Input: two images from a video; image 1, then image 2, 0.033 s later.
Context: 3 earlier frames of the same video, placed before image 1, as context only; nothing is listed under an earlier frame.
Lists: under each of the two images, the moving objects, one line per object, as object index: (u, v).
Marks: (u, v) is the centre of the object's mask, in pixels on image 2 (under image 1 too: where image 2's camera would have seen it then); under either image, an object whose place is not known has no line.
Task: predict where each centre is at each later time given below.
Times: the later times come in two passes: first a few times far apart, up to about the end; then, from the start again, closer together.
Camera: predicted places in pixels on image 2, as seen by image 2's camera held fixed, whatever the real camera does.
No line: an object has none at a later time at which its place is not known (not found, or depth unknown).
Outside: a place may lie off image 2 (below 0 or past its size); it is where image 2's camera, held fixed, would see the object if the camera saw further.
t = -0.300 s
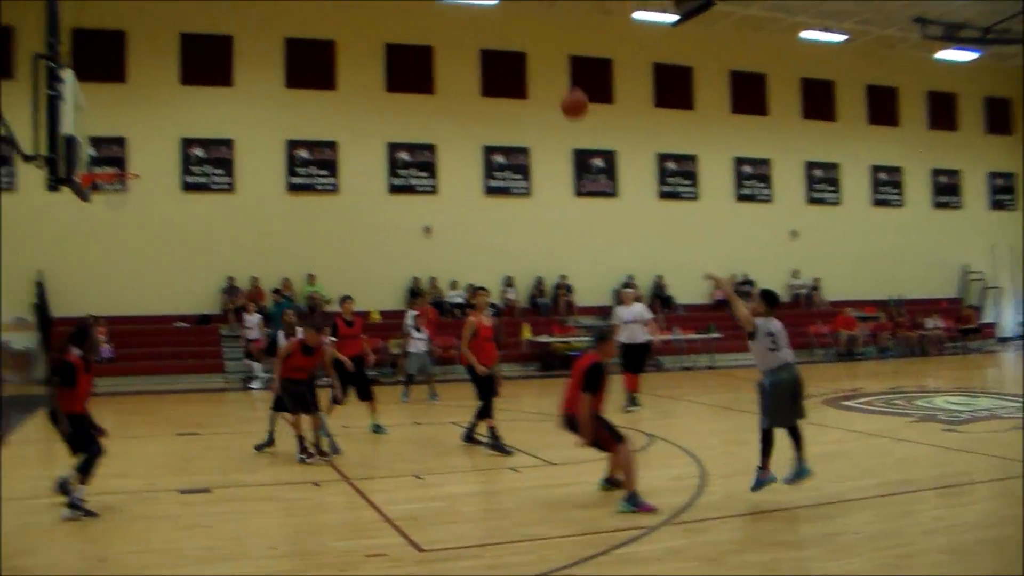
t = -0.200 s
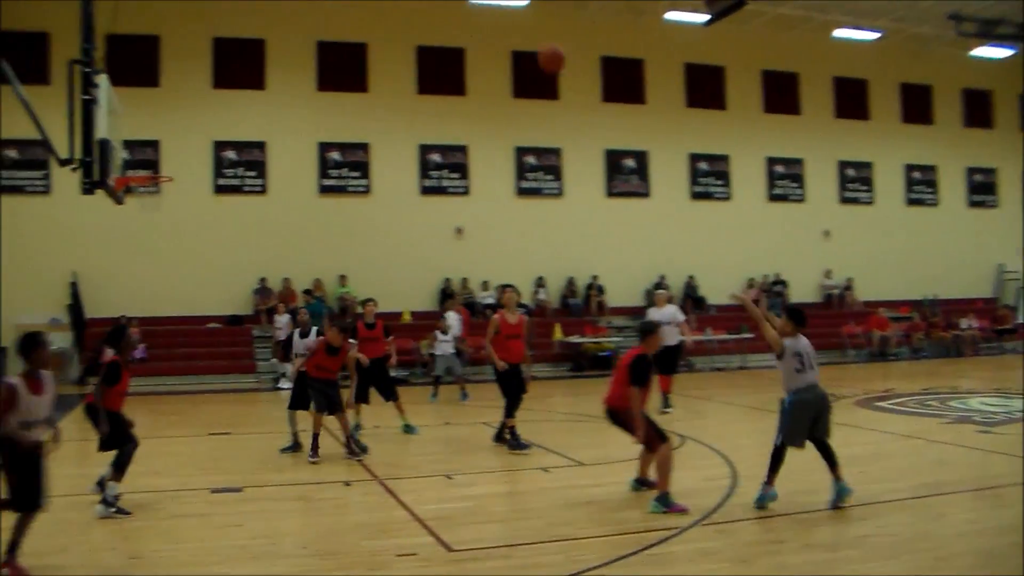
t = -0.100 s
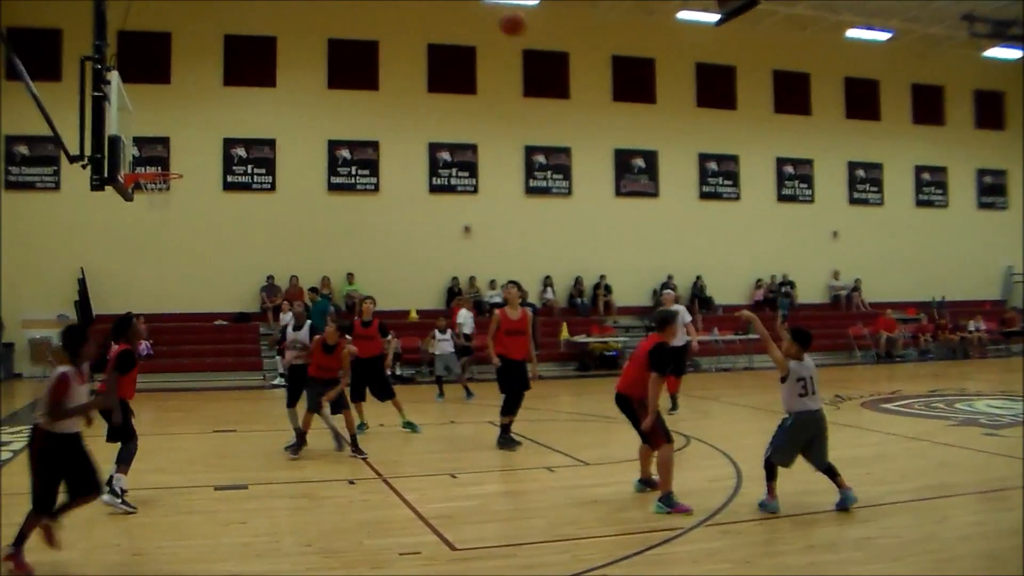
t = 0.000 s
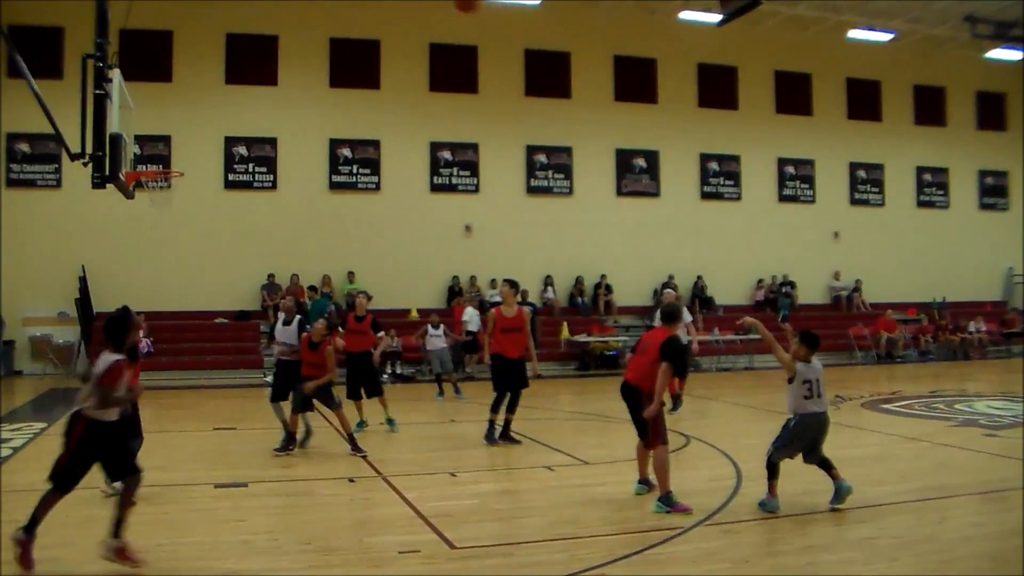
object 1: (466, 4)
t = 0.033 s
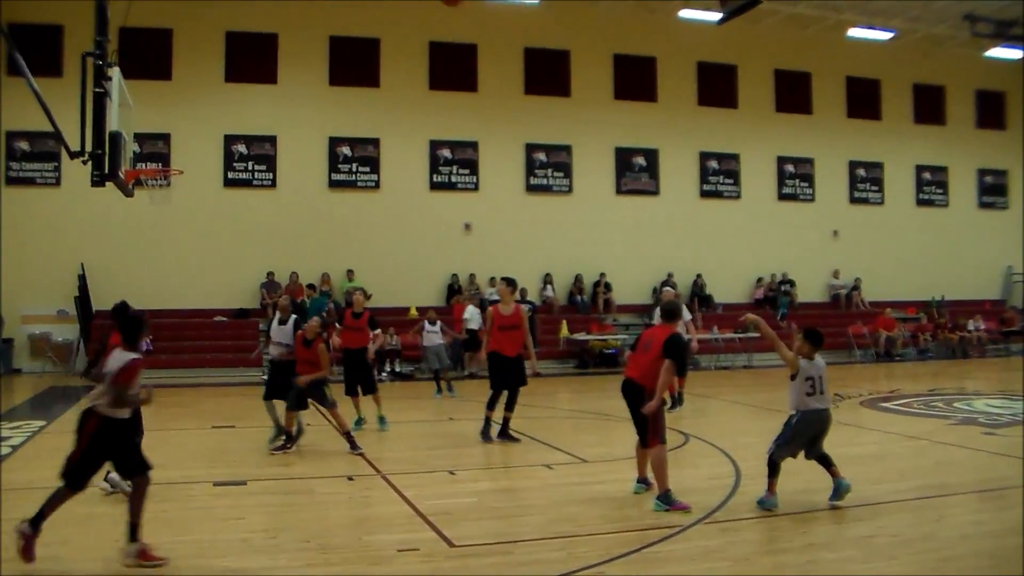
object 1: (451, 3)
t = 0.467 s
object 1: (277, 31)
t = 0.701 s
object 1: (200, 118)
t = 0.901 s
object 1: (147, 202)
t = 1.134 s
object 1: (113, 271)
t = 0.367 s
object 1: (314, 11)
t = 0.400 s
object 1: (301, 15)
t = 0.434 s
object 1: (290, 21)
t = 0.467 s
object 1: (277, 31)
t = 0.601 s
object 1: (233, 74)
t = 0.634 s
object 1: (222, 89)
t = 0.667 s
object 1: (210, 104)
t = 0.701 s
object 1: (200, 118)
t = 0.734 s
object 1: (190, 134)
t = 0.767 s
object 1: (180, 150)
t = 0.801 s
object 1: (171, 167)
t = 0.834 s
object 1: (162, 184)
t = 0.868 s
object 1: (152, 196)
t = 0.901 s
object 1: (147, 202)
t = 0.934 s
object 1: (142, 209)
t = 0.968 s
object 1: (137, 217)
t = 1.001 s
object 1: (132, 226)
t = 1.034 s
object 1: (127, 236)
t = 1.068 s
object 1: (123, 247)
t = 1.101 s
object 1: (117, 258)
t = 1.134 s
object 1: (113, 271)
